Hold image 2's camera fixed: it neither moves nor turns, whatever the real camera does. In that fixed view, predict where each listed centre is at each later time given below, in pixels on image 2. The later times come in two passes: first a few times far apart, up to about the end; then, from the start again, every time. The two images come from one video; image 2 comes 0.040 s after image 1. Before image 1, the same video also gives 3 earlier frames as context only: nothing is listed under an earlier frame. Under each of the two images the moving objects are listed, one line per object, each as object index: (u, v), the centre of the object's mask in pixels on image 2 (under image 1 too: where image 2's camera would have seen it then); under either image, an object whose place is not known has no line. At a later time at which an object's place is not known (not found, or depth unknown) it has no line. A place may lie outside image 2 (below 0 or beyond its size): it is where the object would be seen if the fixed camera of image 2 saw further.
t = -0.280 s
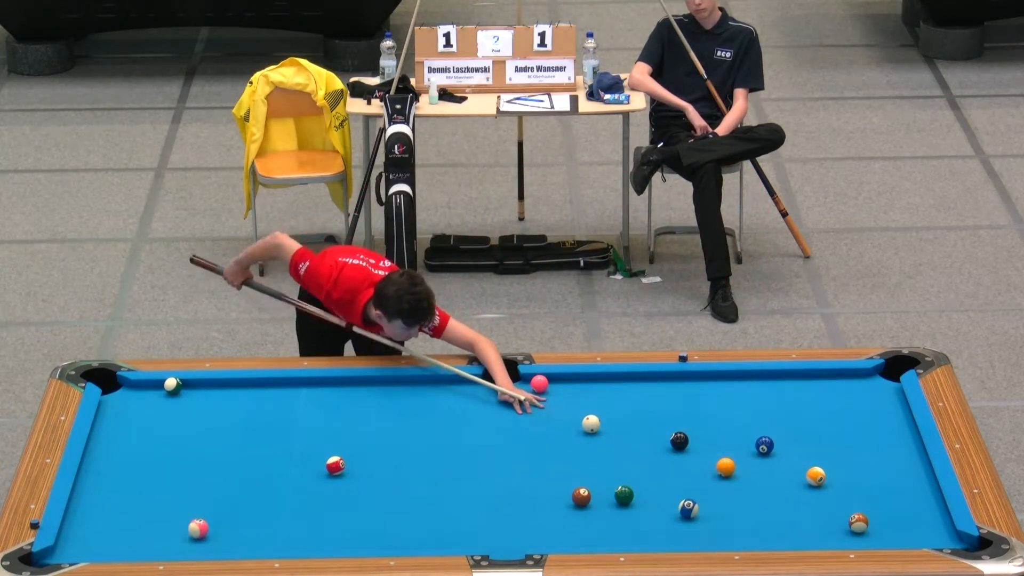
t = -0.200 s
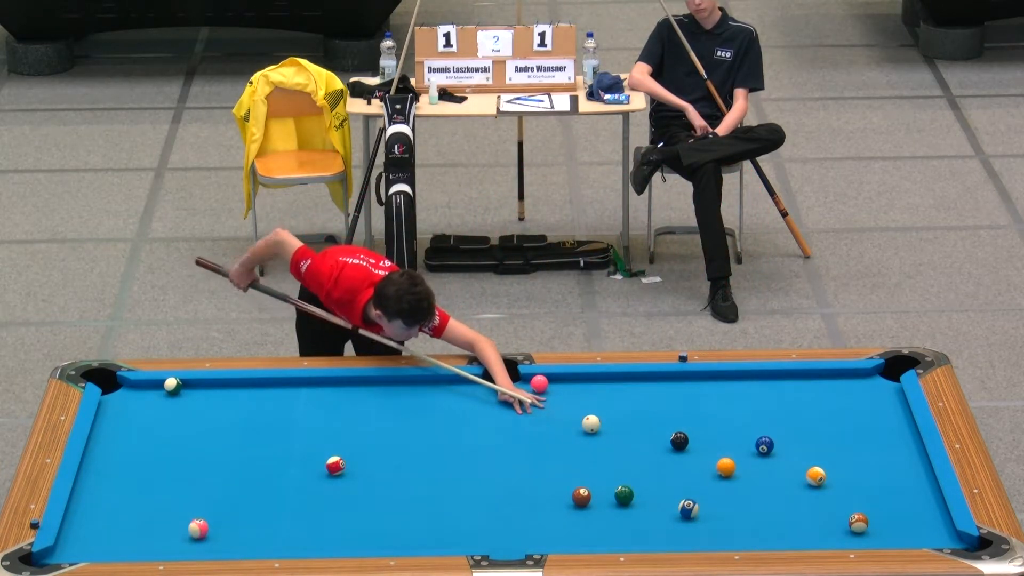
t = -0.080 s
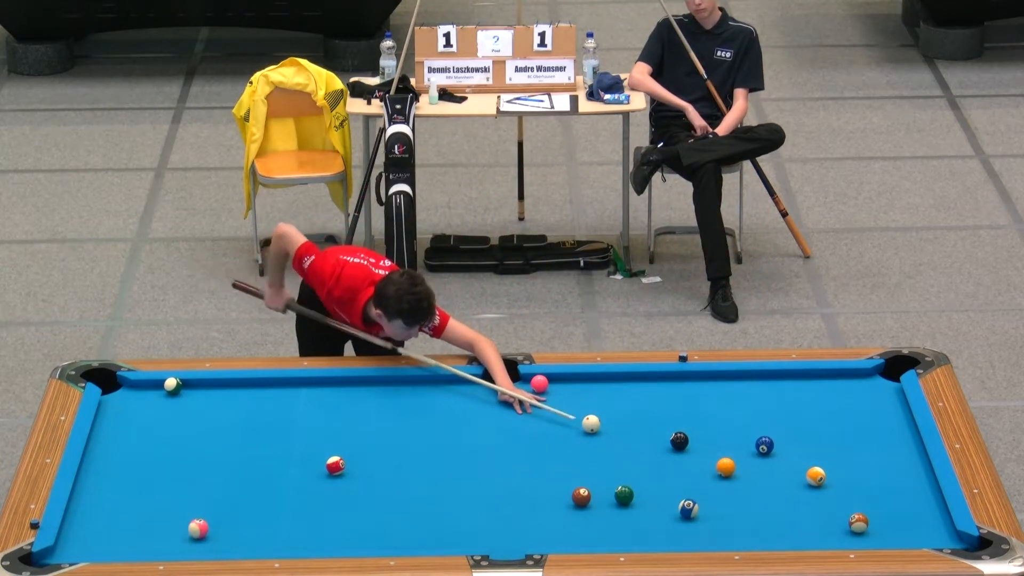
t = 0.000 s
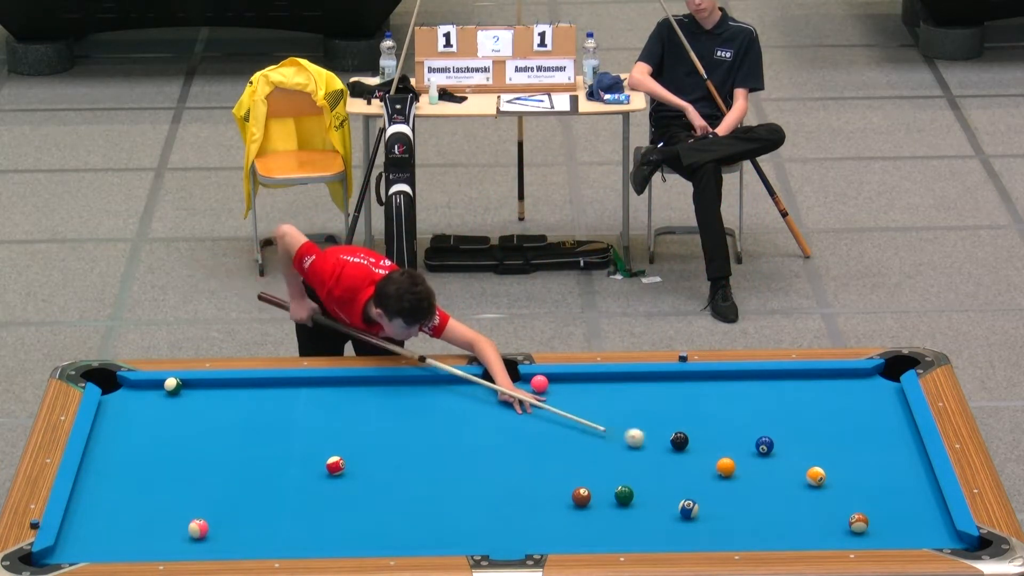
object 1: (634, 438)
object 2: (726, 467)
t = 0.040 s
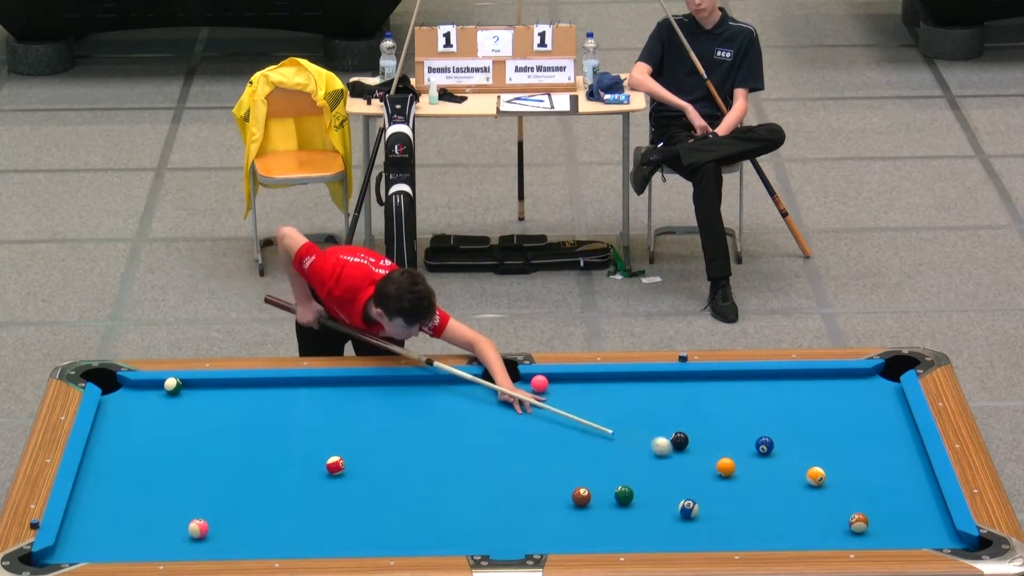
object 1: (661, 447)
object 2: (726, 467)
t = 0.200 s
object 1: (711, 462)
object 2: (775, 484)
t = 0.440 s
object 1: (715, 463)
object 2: (899, 525)
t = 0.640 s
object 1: (717, 463)
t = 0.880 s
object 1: (718, 463)
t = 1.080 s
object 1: (718, 463)
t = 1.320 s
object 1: (718, 463)
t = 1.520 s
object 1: (718, 463)
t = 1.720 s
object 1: (718, 463)
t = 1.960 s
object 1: (718, 463)
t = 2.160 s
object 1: (718, 463)
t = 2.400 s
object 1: (718, 463)
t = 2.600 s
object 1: (718, 463)
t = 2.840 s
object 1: (718, 463)
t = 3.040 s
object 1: (718, 463)
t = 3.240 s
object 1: (718, 463)
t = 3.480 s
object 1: (718, 463)
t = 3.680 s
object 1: (718, 463)
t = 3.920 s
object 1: (718, 463)
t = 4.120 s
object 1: (718, 463)
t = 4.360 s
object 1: (718, 463)
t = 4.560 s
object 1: (718, 463)
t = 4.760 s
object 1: (718, 463)
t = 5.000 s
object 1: (718, 463)
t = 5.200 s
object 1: (718, 463)
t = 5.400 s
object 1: (718, 463)
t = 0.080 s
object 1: (687, 454)
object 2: (725, 467)
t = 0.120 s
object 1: (710, 462)
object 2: (728, 468)
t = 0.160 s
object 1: (711, 462)
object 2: (752, 476)
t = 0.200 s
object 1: (711, 462)
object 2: (775, 484)
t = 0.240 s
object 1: (712, 462)
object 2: (798, 491)
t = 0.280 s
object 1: (712, 462)
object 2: (820, 499)
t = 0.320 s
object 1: (713, 463)
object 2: (840, 505)
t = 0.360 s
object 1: (714, 463)
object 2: (861, 509)
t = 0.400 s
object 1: (714, 463)
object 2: (880, 519)
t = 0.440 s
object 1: (715, 463)
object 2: (899, 525)
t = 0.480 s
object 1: (715, 463)
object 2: (918, 531)
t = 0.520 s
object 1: (716, 463)
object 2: (937, 535)
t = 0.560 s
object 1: (716, 463)
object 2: (957, 541)
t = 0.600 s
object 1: (717, 463)
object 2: (973, 548)
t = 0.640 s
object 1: (717, 463)
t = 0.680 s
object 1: (717, 463)
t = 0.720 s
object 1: (718, 463)
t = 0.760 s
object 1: (718, 463)
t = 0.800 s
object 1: (718, 463)
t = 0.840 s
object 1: (718, 463)
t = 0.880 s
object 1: (718, 463)
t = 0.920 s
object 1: (718, 463)
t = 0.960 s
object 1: (718, 463)
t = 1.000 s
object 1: (718, 463)
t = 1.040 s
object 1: (718, 463)
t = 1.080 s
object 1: (718, 463)
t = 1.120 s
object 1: (718, 463)
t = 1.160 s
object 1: (718, 463)
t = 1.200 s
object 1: (718, 463)
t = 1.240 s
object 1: (718, 463)
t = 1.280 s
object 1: (718, 463)
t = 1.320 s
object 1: (718, 463)
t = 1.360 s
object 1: (718, 463)
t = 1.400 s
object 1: (718, 463)
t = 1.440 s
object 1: (718, 463)
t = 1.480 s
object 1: (718, 463)
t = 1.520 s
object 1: (718, 463)
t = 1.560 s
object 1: (718, 463)
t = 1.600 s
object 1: (718, 463)
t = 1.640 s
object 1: (718, 463)
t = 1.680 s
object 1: (718, 463)
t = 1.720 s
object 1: (718, 463)
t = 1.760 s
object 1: (718, 463)
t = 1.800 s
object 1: (718, 463)
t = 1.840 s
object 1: (718, 463)
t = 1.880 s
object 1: (718, 463)
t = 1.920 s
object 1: (718, 463)
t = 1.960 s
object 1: (718, 463)
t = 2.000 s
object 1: (718, 463)
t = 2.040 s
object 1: (718, 463)
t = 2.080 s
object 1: (718, 463)
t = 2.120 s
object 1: (718, 463)
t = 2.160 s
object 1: (718, 463)
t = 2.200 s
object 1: (718, 463)
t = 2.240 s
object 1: (718, 463)
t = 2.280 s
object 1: (718, 463)
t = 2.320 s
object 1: (718, 463)
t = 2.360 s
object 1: (718, 463)
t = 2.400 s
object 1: (718, 463)
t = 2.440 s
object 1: (718, 463)
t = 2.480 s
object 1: (718, 463)
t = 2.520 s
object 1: (718, 463)
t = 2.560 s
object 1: (718, 463)
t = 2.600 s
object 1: (718, 463)
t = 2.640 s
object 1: (718, 463)
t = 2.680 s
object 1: (718, 463)
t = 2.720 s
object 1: (718, 463)
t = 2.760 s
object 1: (718, 463)
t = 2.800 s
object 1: (718, 463)
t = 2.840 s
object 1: (718, 463)
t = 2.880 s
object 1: (718, 463)
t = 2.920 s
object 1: (718, 463)
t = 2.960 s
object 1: (718, 463)
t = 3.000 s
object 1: (718, 463)
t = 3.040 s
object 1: (718, 463)
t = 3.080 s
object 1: (718, 463)
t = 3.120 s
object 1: (718, 463)
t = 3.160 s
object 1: (718, 463)
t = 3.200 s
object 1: (718, 463)
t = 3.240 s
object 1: (718, 463)
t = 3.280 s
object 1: (718, 463)
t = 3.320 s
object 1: (718, 463)
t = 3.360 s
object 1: (718, 463)
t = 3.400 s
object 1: (718, 463)
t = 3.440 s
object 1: (718, 463)
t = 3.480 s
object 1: (718, 463)
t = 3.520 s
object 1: (718, 463)
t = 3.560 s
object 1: (718, 463)
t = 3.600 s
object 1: (718, 463)
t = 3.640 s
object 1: (718, 463)
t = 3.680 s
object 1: (718, 463)
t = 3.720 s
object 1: (718, 463)
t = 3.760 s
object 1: (718, 463)
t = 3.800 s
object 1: (718, 463)
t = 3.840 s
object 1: (718, 463)
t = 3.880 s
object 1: (718, 463)
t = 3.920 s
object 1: (718, 463)
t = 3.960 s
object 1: (718, 463)
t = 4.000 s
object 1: (718, 463)
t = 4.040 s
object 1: (718, 463)
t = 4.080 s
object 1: (718, 463)
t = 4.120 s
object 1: (718, 463)
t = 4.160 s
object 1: (718, 463)
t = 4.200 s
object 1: (718, 463)
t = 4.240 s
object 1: (718, 463)
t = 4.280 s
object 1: (718, 463)
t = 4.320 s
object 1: (718, 463)
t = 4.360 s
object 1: (718, 463)
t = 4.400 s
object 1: (718, 463)
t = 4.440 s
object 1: (718, 463)
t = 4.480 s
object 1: (718, 463)
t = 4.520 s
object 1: (718, 463)
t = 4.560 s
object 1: (718, 463)
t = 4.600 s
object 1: (718, 463)
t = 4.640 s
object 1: (718, 463)
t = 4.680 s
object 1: (718, 463)
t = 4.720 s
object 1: (718, 463)
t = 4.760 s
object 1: (718, 463)
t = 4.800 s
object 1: (718, 463)
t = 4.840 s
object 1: (718, 463)
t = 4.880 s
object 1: (718, 463)
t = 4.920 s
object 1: (718, 463)
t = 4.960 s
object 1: (718, 463)
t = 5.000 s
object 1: (718, 463)
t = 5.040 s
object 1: (718, 463)
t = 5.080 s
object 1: (718, 463)
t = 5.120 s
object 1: (718, 463)
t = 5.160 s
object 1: (718, 463)
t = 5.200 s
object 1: (718, 463)
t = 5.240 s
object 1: (718, 463)
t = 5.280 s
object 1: (718, 463)
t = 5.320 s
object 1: (718, 463)
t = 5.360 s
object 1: (718, 463)
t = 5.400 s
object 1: (718, 463)
